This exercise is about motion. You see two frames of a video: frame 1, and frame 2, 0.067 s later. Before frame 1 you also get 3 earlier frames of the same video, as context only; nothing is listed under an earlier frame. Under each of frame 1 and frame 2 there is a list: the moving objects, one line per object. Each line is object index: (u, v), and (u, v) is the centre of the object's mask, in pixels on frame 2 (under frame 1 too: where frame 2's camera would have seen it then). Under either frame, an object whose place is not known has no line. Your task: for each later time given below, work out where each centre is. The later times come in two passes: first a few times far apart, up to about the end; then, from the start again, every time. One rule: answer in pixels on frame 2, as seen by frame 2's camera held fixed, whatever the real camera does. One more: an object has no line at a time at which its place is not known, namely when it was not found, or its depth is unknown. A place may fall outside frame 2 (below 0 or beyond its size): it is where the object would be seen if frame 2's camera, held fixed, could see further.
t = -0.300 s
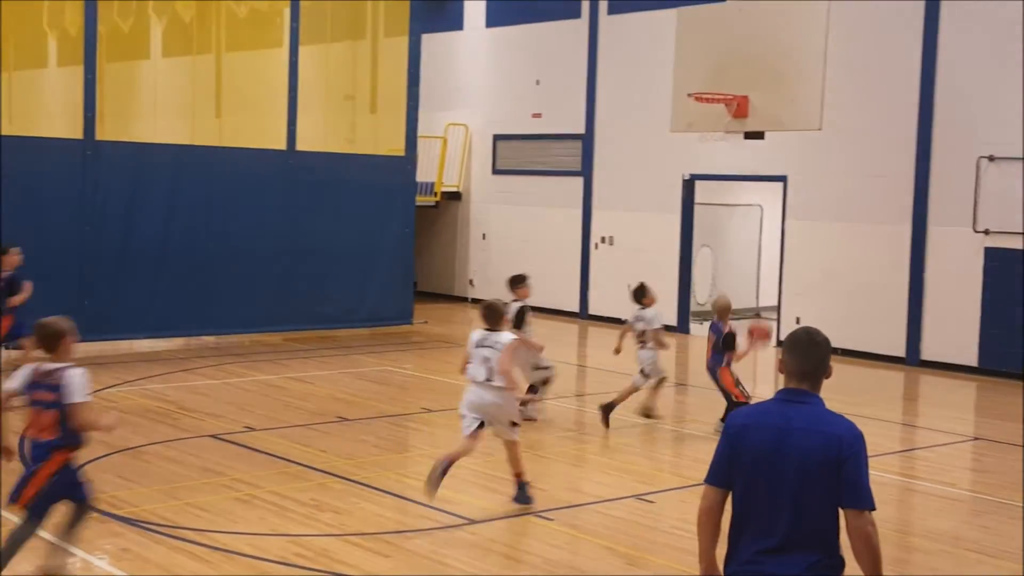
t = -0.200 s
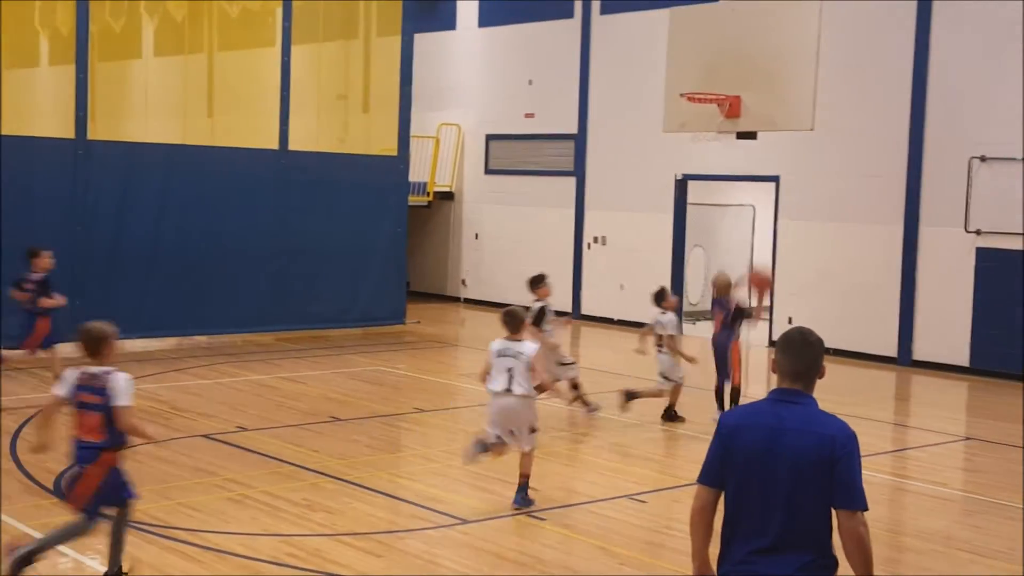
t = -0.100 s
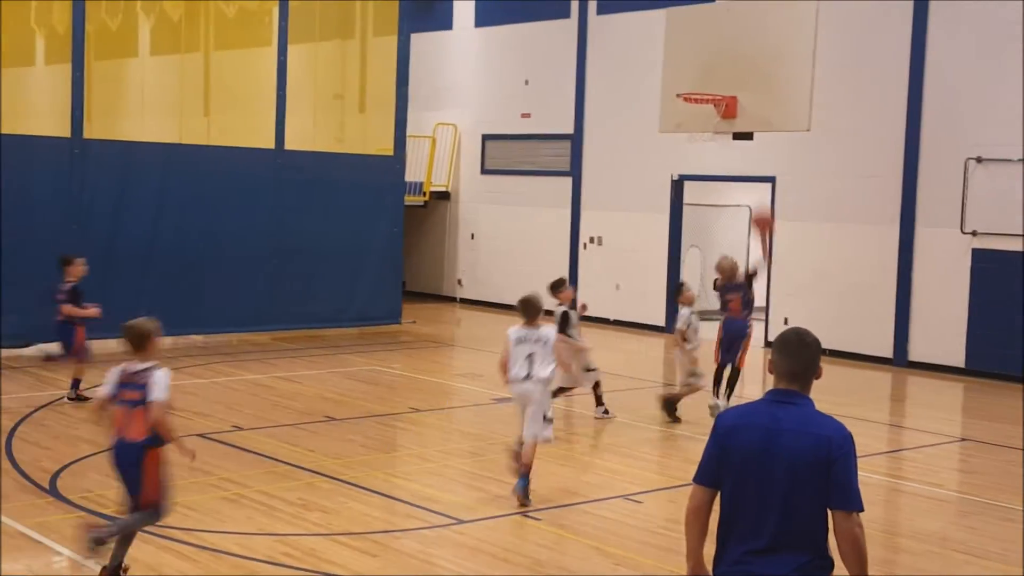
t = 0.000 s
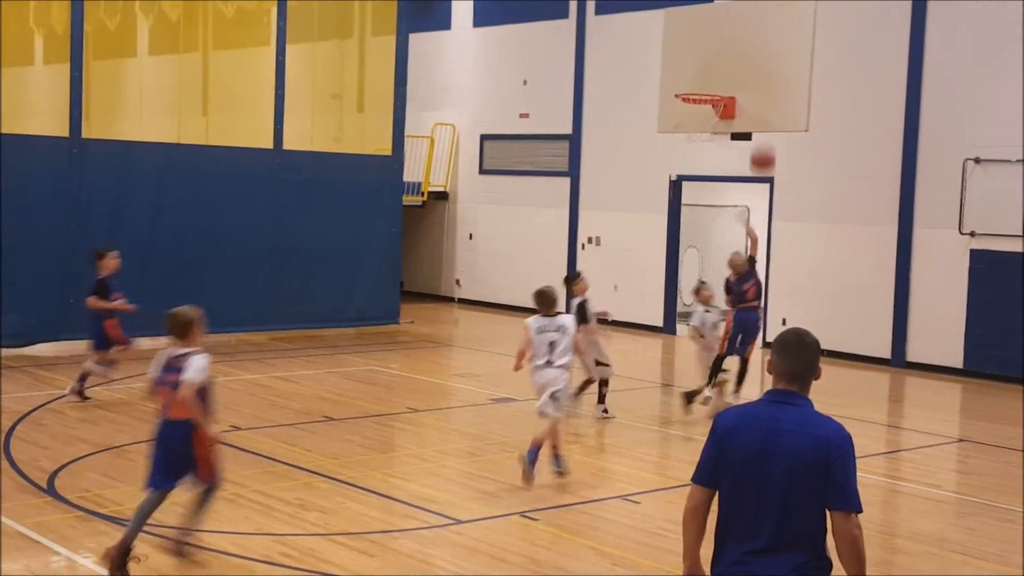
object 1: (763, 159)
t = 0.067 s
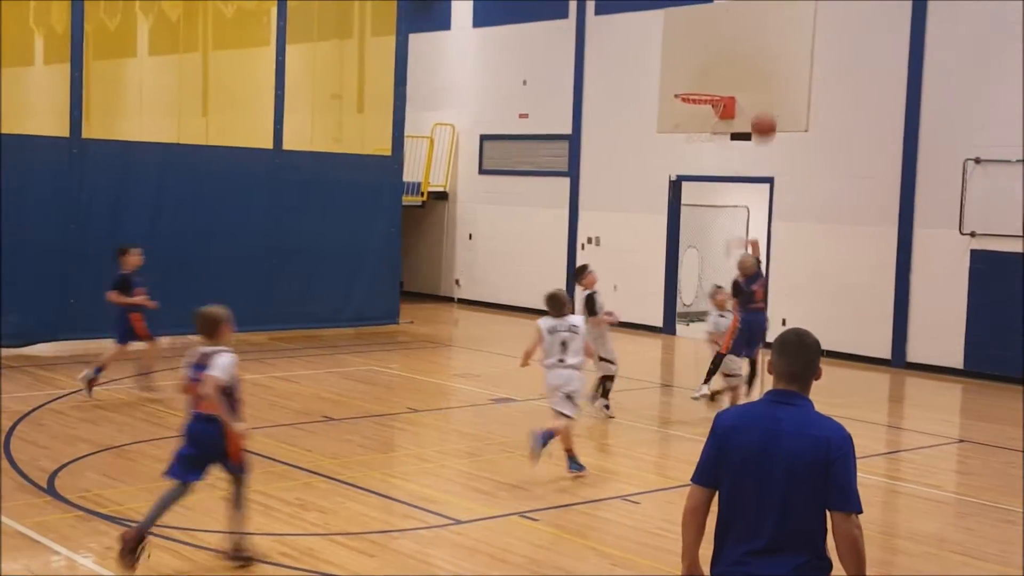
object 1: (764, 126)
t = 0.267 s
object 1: (764, 58)
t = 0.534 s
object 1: (734, 57)
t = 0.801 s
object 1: (717, 66)
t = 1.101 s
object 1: (711, 83)
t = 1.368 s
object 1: (696, 107)
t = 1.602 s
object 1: (701, 158)
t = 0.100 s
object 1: (764, 111)
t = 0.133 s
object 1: (765, 98)
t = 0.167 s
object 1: (765, 86)
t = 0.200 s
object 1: (765, 75)
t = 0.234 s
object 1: (765, 66)
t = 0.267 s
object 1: (764, 58)
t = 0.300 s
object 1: (760, 54)
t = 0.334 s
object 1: (757, 51)
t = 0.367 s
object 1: (753, 49)
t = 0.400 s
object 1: (749, 48)
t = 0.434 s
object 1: (745, 49)
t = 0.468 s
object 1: (741, 50)
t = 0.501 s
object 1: (737, 53)
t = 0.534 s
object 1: (734, 57)
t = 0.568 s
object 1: (729, 62)
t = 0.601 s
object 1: (725, 69)
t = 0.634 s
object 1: (720, 76)
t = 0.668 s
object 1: (717, 82)
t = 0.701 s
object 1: (717, 77)
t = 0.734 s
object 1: (717, 72)
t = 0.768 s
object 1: (717, 68)
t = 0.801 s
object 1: (717, 66)
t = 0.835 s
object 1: (717, 64)
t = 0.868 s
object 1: (717, 64)
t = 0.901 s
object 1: (716, 65)
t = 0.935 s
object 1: (716, 67)
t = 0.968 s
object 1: (716, 71)
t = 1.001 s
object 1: (715, 75)
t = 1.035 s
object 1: (715, 81)
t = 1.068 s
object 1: (714, 84)
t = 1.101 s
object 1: (711, 83)
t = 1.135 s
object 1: (709, 82)
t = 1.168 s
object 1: (706, 83)
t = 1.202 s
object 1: (704, 84)
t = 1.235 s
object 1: (701, 86)
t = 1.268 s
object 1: (698, 93)
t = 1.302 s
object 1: (696, 99)
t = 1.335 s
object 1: (695, 103)
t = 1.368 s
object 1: (696, 107)
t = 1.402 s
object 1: (697, 110)
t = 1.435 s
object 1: (698, 116)
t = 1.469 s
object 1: (698, 123)
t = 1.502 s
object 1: (699, 130)
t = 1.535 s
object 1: (700, 139)
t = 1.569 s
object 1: (700, 149)
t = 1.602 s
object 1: (701, 158)
